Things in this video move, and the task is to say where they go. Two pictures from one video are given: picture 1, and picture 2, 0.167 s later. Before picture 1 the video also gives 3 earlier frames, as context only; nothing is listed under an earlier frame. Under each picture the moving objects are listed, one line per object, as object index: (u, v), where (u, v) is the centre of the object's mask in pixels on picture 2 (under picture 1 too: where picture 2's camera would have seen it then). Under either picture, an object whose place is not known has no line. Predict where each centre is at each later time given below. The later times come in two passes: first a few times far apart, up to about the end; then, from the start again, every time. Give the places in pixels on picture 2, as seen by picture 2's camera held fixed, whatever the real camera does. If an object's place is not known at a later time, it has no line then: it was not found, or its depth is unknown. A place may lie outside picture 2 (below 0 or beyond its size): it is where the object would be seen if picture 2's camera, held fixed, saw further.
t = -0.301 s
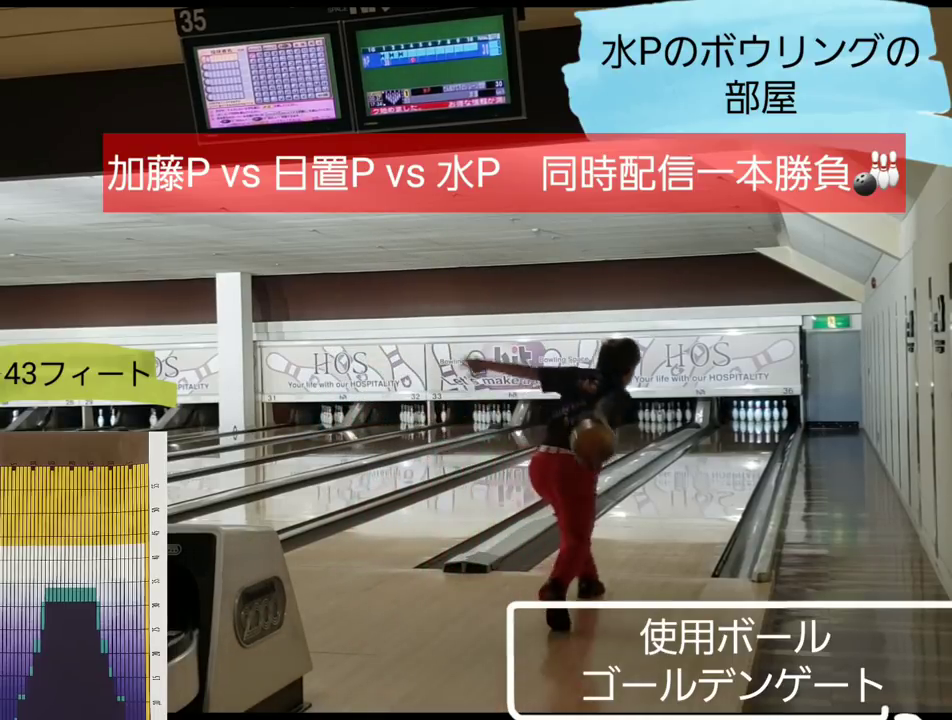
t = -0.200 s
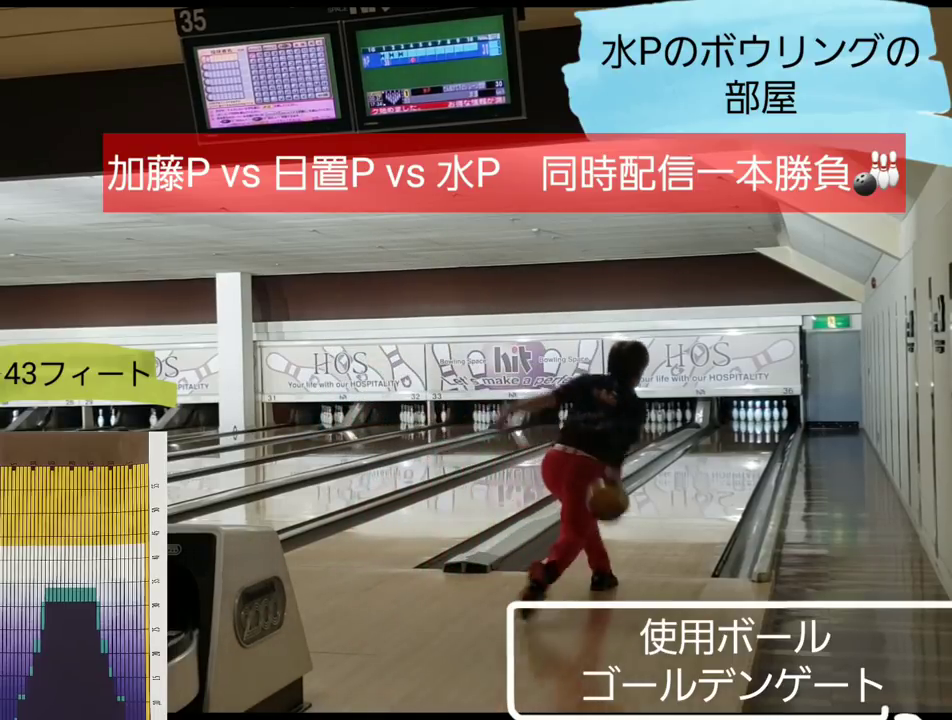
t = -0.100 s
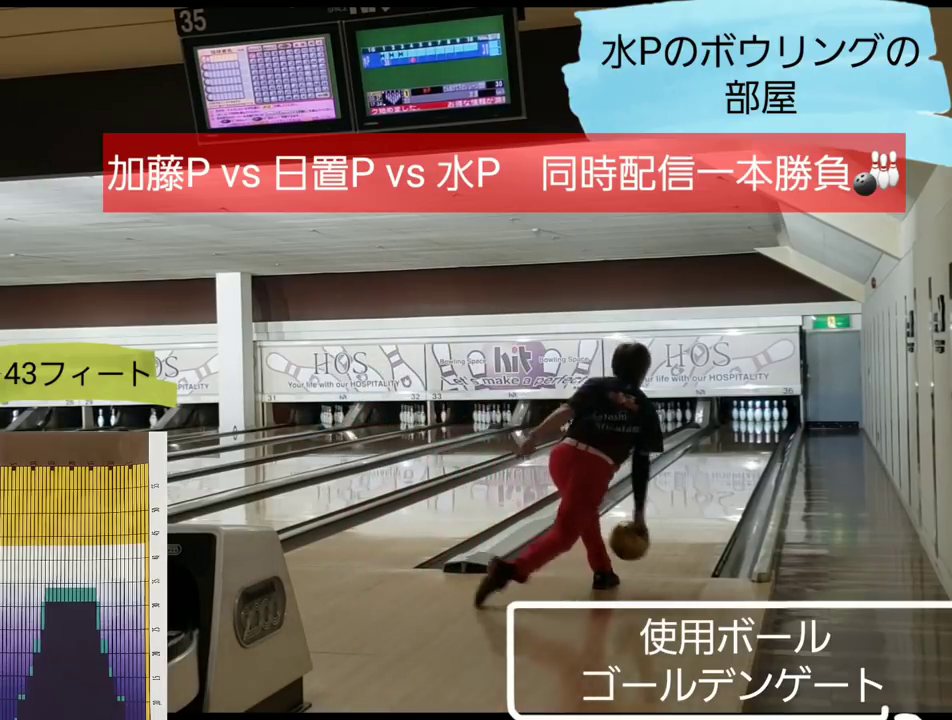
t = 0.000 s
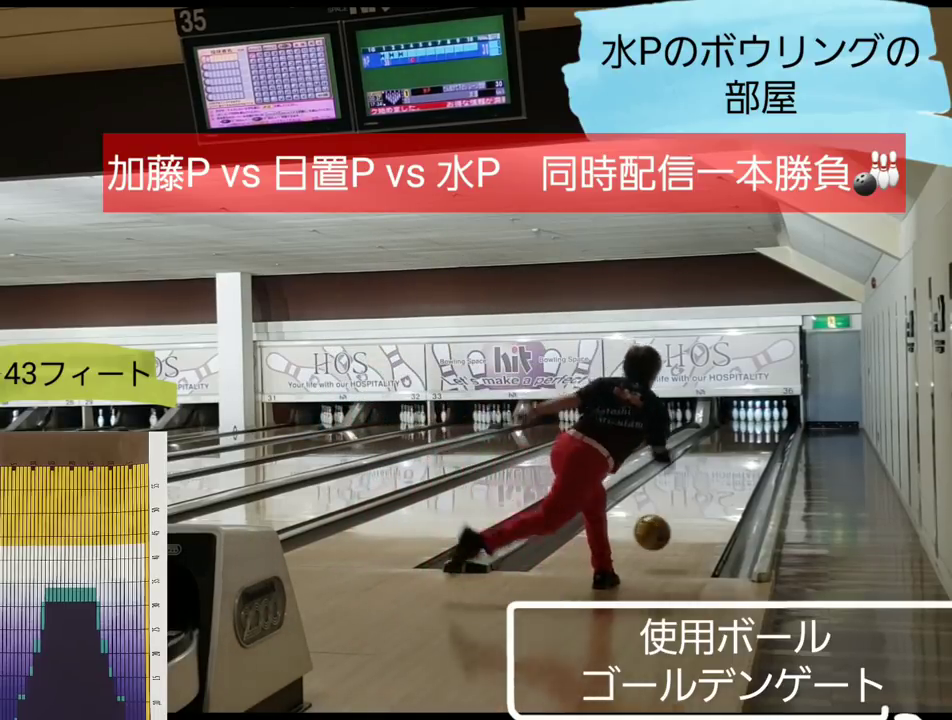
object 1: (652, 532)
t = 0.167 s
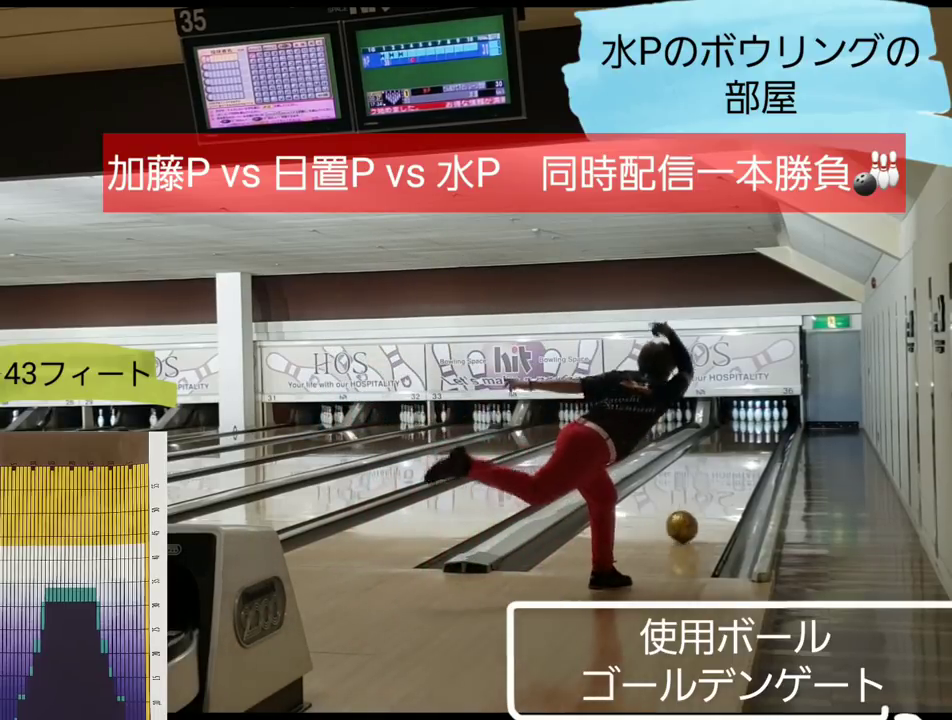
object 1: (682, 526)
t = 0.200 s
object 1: (687, 522)
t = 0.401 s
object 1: (710, 499)
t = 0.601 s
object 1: (729, 481)
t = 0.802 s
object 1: (743, 468)
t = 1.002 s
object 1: (753, 459)
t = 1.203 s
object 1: (761, 449)
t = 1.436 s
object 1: (767, 441)
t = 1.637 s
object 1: (770, 436)
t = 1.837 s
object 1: (772, 431)
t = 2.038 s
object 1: (772, 427)
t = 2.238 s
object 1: (768, 423)
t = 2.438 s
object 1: (766, 420)
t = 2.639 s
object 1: (763, 416)
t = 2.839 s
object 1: (764, 415)
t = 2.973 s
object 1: (765, 414)
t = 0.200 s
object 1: (687, 522)
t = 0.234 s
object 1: (691, 518)
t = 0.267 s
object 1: (695, 513)
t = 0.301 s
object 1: (700, 509)
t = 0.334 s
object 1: (704, 506)
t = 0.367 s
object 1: (707, 502)
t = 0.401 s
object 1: (710, 499)
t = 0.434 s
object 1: (714, 496)
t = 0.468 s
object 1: (717, 492)
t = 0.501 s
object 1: (720, 490)
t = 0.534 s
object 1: (724, 487)
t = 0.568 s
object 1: (726, 484)
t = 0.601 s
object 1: (729, 481)
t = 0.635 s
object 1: (732, 479)
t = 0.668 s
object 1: (734, 477)
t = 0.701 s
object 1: (736, 475)
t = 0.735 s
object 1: (738, 473)
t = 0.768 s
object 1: (741, 471)
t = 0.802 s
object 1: (743, 468)
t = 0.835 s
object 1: (745, 467)
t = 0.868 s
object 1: (746, 465)
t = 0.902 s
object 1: (748, 463)
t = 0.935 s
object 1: (750, 462)
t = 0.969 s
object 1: (751, 460)
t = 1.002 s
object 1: (753, 459)
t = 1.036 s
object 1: (754, 457)
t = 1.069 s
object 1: (756, 456)
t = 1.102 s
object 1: (758, 453)
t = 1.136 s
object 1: (759, 452)
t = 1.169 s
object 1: (760, 451)
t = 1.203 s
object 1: (761, 449)
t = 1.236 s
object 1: (762, 448)
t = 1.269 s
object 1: (763, 446)
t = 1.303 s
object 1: (764, 445)
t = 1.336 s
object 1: (765, 444)
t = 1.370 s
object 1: (765, 443)
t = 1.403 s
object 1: (765, 442)
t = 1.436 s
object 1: (767, 441)
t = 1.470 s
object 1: (767, 440)
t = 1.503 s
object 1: (768, 439)
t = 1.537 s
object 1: (769, 439)
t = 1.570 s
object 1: (769, 438)
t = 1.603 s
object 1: (769, 436)
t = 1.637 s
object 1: (770, 436)
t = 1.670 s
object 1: (770, 435)
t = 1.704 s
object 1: (770, 434)
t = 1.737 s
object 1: (771, 433)
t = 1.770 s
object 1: (771, 432)
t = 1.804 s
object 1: (771, 432)
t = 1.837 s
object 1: (772, 431)
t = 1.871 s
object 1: (772, 430)
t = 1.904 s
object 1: (772, 429)
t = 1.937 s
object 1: (772, 429)
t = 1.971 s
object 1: (771, 428)
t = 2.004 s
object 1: (771, 427)
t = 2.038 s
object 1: (772, 427)
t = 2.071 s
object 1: (771, 426)
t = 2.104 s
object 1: (770, 425)
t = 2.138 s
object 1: (770, 424)
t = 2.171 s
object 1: (769, 423)
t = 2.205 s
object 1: (769, 423)
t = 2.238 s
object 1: (768, 423)
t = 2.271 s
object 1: (768, 422)
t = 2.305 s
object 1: (767, 422)
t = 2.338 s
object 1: (767, 420)
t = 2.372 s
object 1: (766, 420)
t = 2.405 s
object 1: (766, 420)
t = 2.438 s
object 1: (766, 420)
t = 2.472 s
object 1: (765, 419)
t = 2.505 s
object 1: (764, 418)
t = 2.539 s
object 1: (763, 418)
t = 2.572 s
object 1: (763, 418)
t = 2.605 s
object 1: (762, 417)
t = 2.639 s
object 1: (763, 416)
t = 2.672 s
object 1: (763, 417)
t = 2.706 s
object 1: (764, 416)
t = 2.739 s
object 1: (763, 416)
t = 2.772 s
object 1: (763, 415)
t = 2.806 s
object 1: (763, 415)
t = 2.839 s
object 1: (764, 415)
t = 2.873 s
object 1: (764, 415)
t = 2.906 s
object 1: (765, 415)
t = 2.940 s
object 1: (765, 415)
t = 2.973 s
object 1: (765, 414)
